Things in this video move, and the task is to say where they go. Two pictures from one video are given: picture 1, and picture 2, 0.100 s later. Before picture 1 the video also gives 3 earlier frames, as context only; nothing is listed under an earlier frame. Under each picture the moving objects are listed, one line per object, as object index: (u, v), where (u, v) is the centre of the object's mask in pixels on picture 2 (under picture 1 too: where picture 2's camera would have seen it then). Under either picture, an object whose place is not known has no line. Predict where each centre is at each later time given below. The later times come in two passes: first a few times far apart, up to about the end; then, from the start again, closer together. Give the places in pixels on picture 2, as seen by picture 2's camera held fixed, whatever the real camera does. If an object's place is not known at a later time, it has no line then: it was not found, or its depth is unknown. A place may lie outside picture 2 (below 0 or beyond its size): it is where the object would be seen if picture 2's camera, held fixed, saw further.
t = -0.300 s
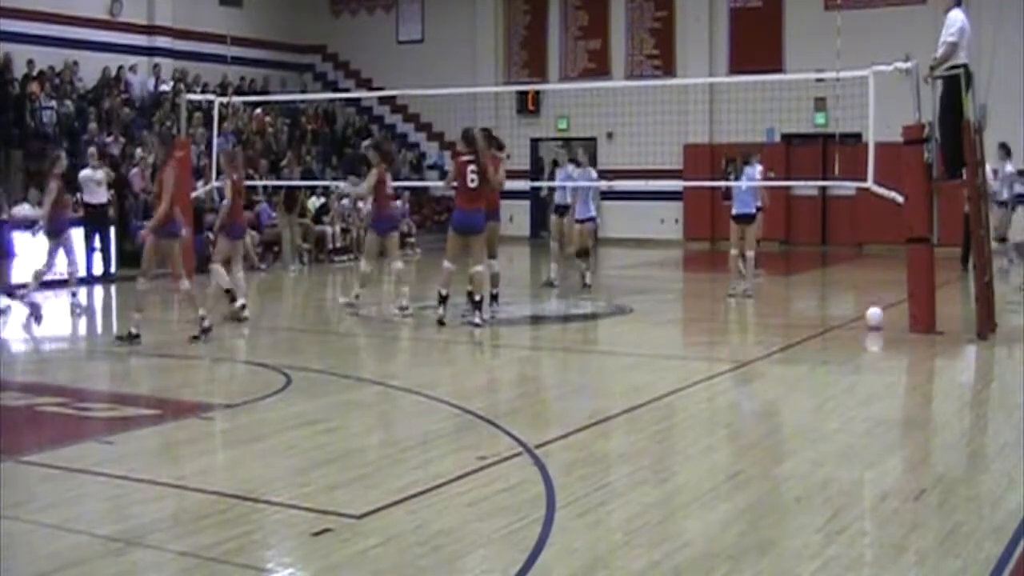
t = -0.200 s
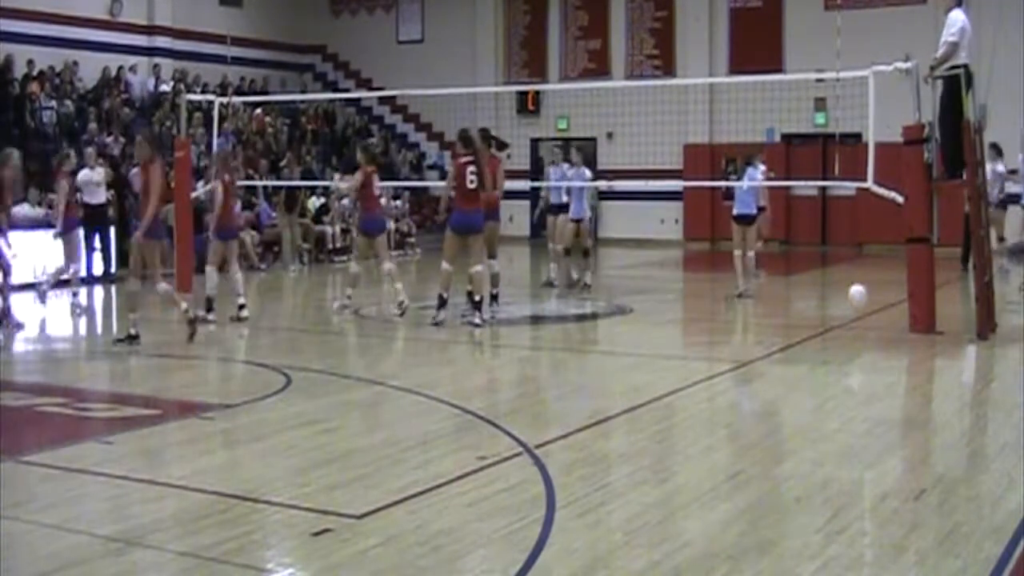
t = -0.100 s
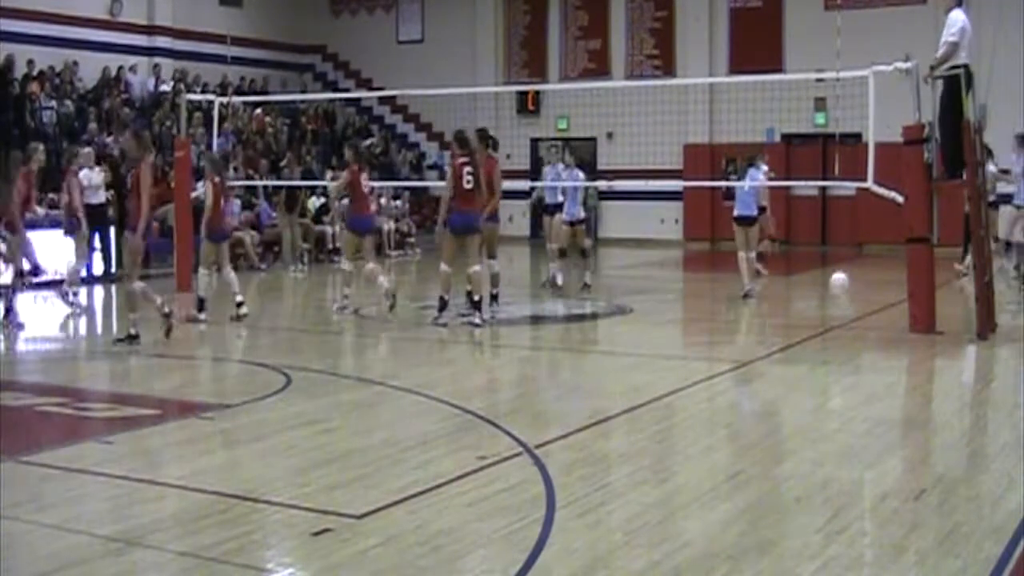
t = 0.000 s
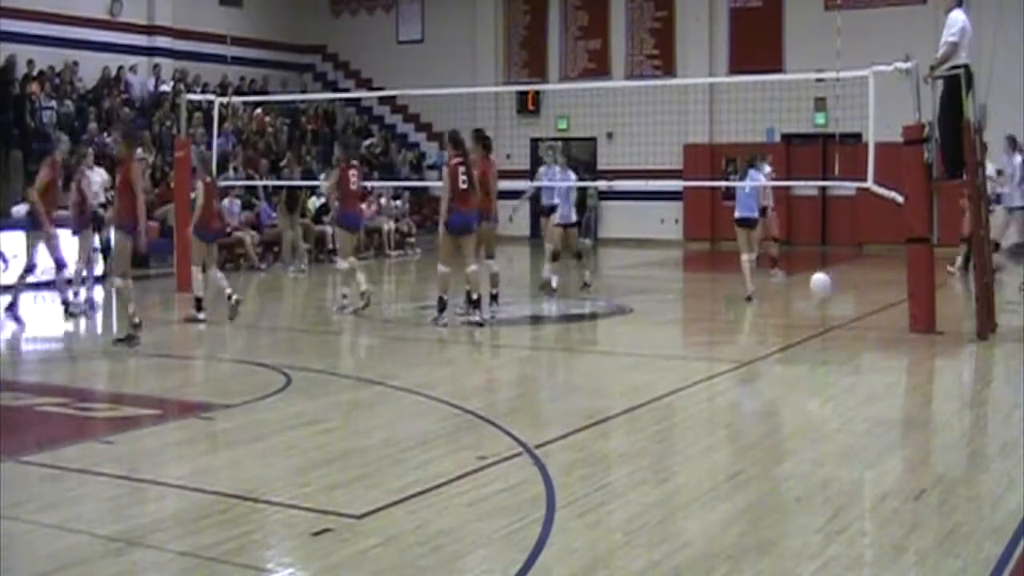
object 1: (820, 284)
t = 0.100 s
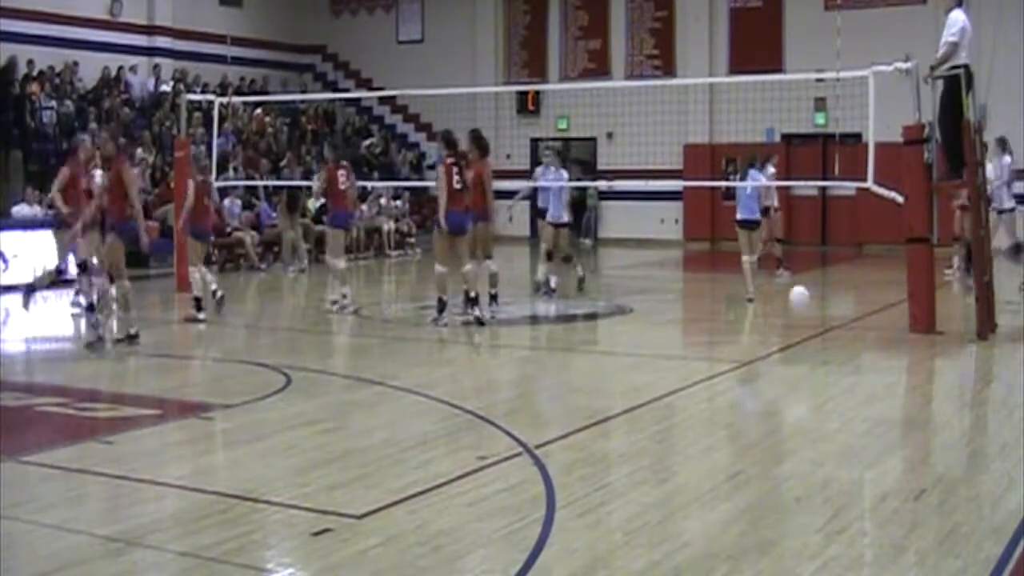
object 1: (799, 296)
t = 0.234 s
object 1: (769, 339)
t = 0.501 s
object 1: (701, 319)
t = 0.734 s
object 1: (628, 384)
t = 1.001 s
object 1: (529, 366)
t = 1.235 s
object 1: (423, 447)
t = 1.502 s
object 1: (264, 461)
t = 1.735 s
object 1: (89, 501)
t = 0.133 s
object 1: (791, 306)
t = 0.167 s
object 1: (783, 316)
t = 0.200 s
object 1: (776, 325)
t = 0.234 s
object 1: (769, 339)
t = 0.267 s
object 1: (761, 349)
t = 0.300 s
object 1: (753, 338)
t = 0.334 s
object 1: (745, 330)
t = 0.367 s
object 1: (736, 325)
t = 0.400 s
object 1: (728, 320)
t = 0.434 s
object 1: (719, 320)
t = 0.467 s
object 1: (710, 318)
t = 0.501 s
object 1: (701, 319)
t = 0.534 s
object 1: (691, 321)
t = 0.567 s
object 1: (680, 327)
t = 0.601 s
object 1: (672, 334)
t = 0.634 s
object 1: (660, 342)
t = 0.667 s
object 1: (651, 354)
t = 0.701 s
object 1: (639, 367)
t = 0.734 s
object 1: (628, 384)
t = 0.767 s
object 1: (617, 391)
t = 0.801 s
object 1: (605, 380)
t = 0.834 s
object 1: (594, 372)
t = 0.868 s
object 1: (582, 367)
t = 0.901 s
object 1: (570, 365)
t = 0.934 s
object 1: (555, 363)
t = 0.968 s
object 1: (543, 363)
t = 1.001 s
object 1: (529, 366)
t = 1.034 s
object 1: (515, 368)
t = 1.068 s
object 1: (500, 381)
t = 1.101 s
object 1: (486, 389)
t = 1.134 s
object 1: (470, 403)
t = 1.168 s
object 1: (456, 418)
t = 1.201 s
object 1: (439, 437)
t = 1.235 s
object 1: (423, 447)
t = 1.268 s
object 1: (405, 438)
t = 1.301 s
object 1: (387, 434)
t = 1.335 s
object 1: (367, 431)
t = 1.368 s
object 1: (348, 430)
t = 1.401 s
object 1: (327, 433)
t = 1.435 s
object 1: (308, 441)
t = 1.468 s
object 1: (287, 449)
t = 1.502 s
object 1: (264, 461)
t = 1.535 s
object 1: (243, 477)
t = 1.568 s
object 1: (220, 497)
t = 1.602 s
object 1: (196, 510)
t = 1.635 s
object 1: (170, 500)
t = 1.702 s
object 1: (116, 498)
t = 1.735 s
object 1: (89, 501)
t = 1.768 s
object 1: (60, 507)
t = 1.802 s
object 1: (28, 516)
